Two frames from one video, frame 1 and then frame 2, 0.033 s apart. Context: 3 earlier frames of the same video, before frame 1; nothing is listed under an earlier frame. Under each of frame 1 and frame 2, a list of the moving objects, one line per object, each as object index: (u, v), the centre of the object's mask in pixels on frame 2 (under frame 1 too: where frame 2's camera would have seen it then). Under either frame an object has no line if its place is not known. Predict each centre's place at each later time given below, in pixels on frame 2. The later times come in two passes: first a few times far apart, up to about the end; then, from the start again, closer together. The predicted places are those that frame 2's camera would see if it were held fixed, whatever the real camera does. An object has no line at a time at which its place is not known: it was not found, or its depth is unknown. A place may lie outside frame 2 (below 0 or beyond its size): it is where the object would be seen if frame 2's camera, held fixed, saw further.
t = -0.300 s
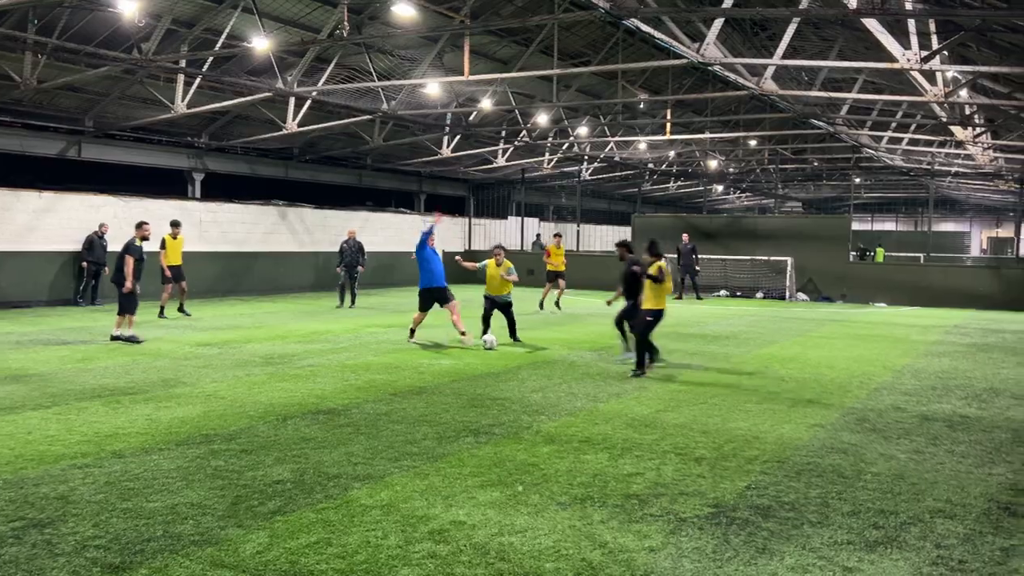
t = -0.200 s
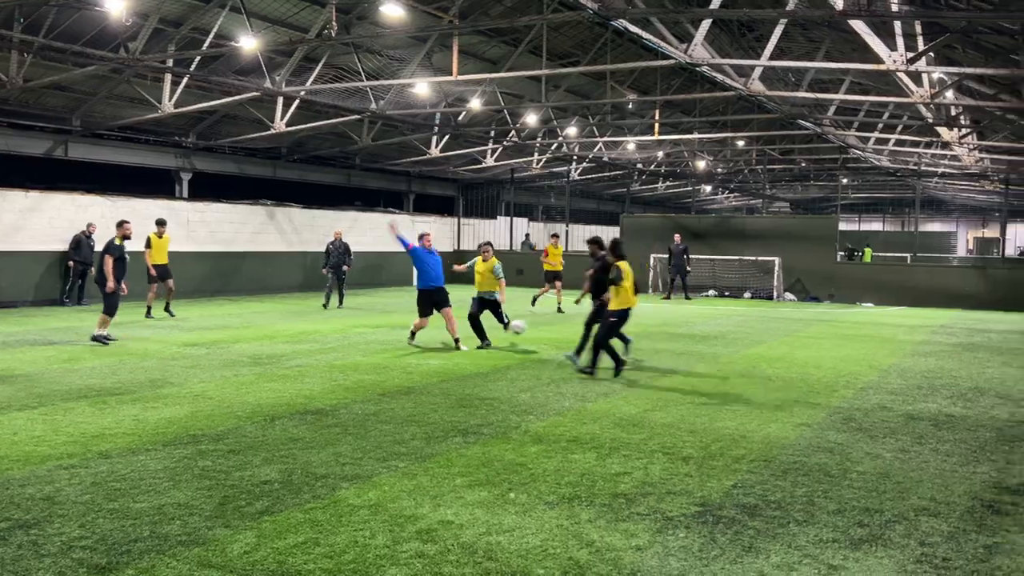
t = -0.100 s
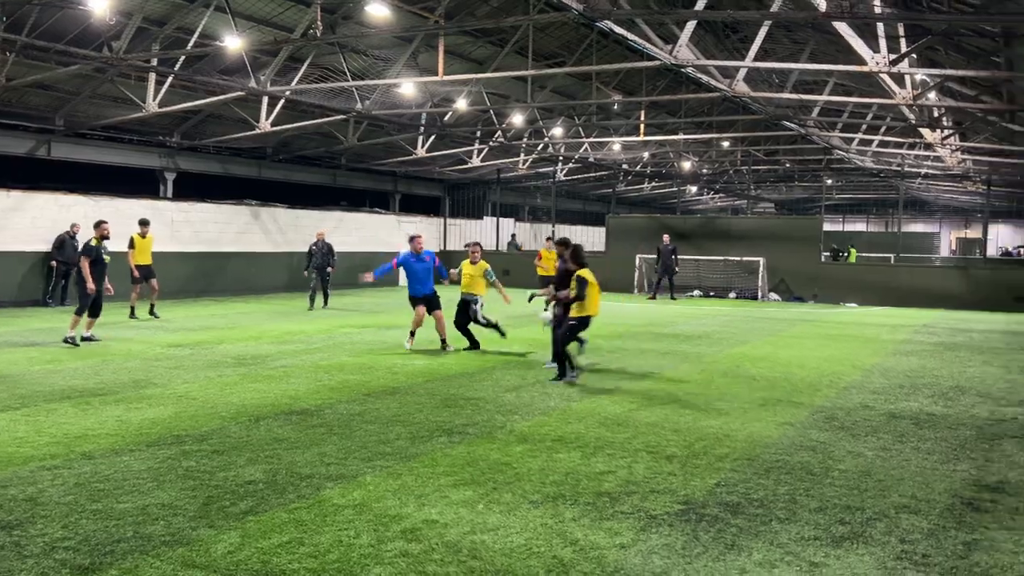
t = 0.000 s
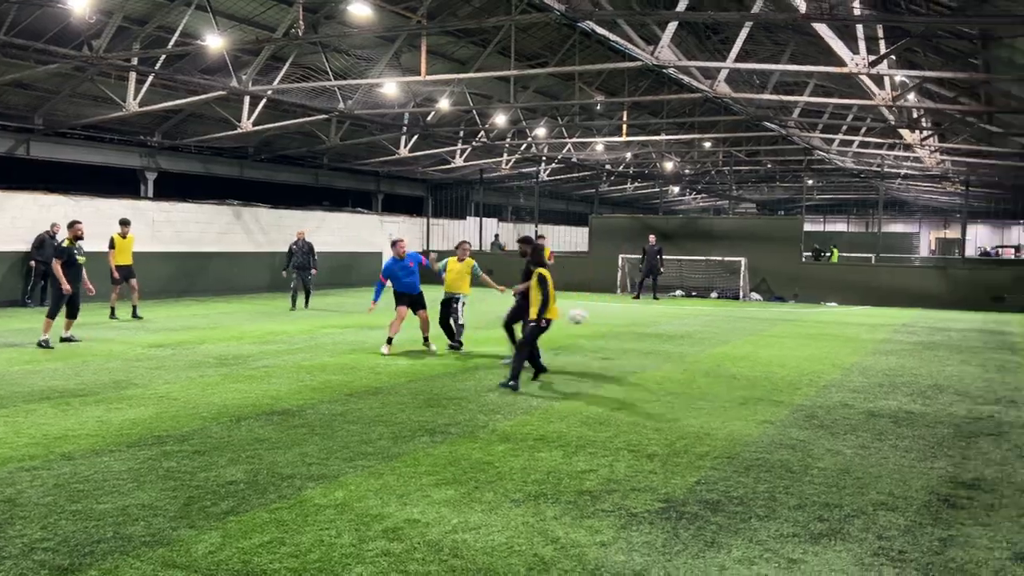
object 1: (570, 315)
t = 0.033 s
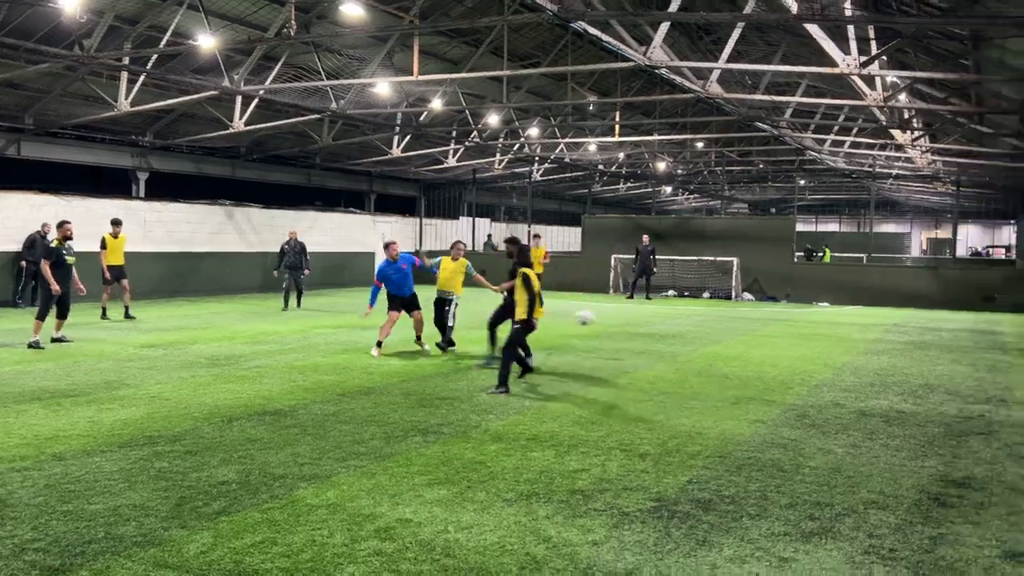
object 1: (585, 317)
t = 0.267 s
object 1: (692, 347)
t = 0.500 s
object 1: (794, 345)
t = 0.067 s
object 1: (601, 318)
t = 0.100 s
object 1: (615, 321)
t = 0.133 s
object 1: (630, 325)
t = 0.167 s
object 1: (645, 329)
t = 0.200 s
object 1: (660, 334)
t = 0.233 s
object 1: (677, 339)
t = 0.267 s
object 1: (692, 347)
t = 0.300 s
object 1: (706, 353)
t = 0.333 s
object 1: (721, 350)
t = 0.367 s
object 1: (735, 346)
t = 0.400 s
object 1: (748, 344)
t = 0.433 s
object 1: (763, 344)
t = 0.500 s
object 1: (794, 345)
